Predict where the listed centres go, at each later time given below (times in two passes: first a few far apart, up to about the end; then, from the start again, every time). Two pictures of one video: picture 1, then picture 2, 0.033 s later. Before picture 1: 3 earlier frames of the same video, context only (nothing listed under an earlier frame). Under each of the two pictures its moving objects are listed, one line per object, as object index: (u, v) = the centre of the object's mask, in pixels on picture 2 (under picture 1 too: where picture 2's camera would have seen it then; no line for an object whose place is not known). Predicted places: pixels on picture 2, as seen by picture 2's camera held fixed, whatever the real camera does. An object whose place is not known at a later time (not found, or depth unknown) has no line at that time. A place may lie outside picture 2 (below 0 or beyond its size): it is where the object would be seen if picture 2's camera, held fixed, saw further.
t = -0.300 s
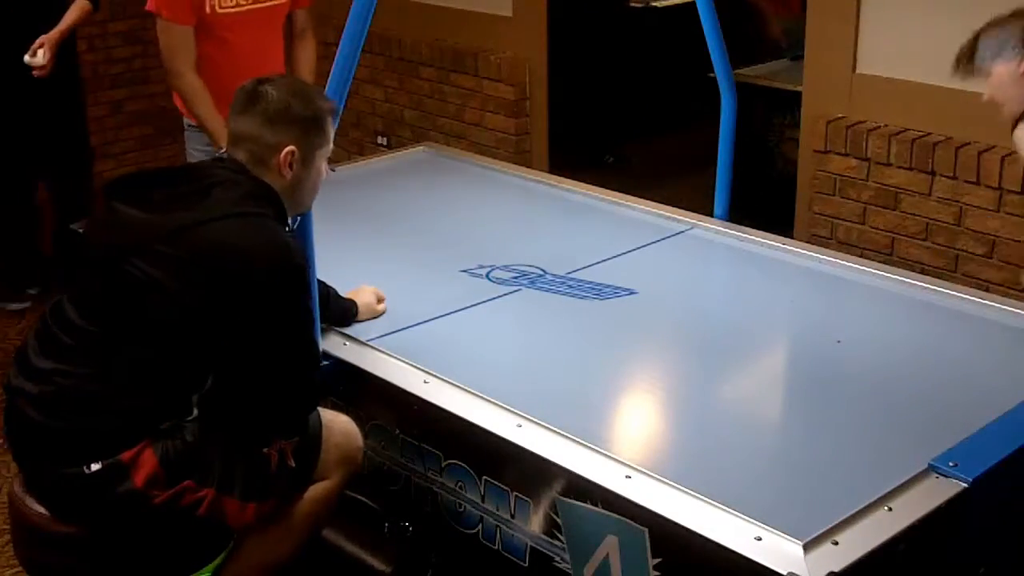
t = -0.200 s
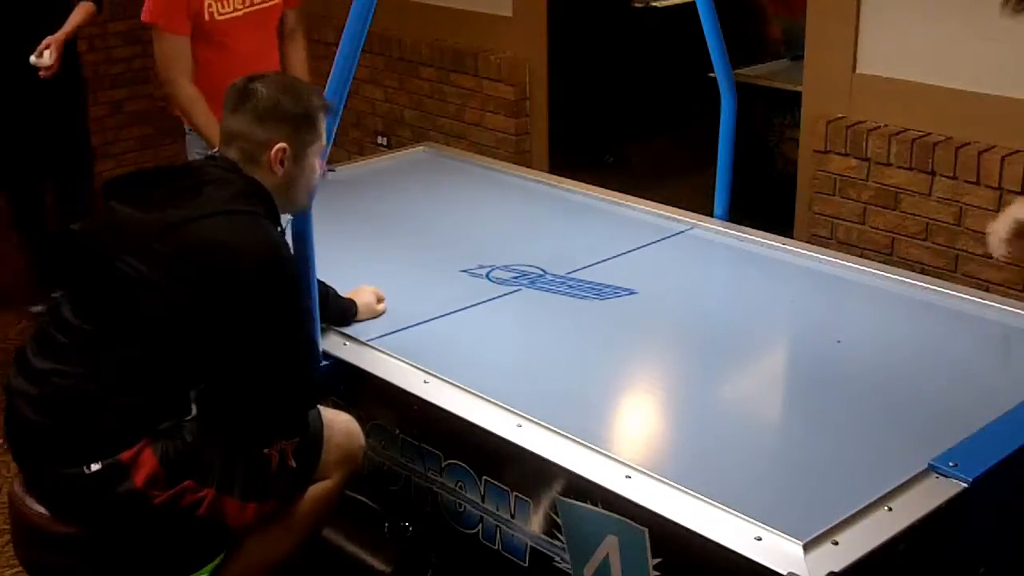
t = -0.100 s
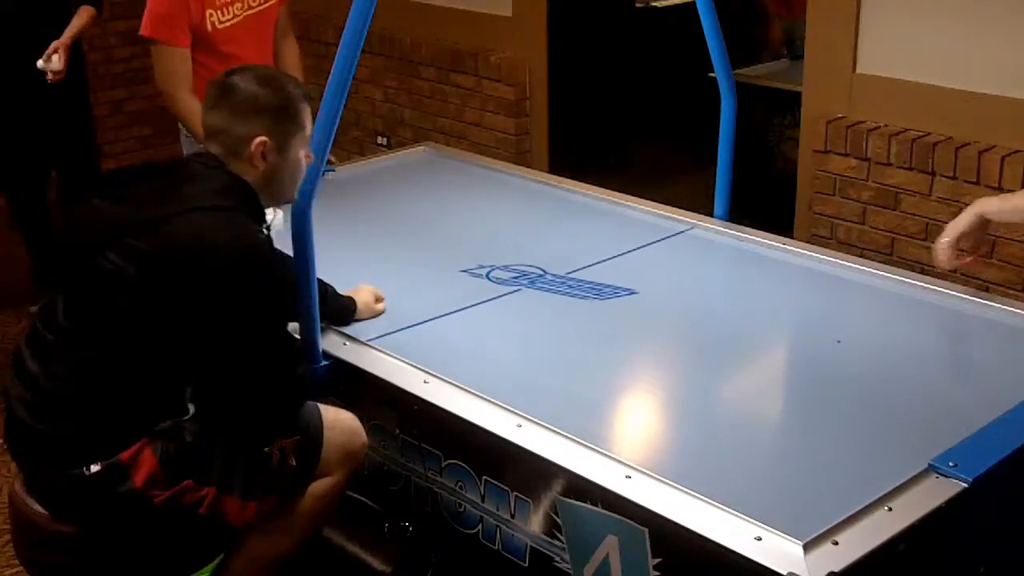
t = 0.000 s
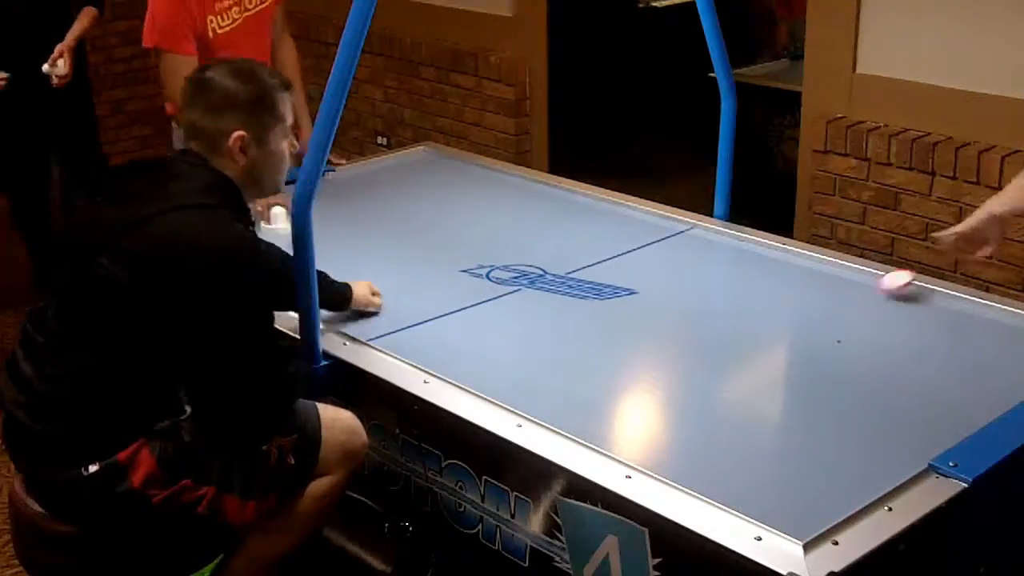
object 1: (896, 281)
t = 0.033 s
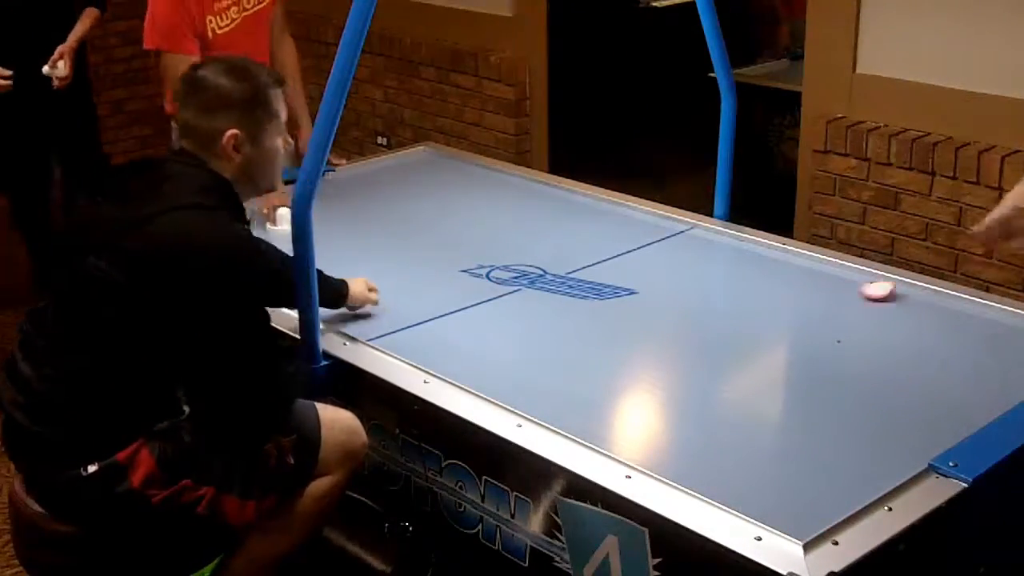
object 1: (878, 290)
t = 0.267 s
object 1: (760, 285)
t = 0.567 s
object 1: (624, 286)
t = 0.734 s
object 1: (566, 285)
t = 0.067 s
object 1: (861, 290)
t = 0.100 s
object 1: (844, 283)
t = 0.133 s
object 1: (827, 282)
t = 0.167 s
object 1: (811, 289)
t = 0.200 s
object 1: (793, 291)
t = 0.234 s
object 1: (776, 287)
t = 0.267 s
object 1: (760, 285)
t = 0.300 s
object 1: (743, 287)
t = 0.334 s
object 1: (726, 290)
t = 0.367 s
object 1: (711, 289)
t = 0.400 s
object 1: (696, 288)
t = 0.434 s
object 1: (679, 287)
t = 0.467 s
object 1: (665, 286)
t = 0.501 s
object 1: (651, 285)
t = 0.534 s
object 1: (637, 287)
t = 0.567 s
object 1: (624, 286)
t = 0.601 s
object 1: (611, 284)
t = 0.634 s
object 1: (598, 285)
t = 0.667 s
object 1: (586, 287)
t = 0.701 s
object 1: (576, 285)
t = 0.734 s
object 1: (566, 285)
